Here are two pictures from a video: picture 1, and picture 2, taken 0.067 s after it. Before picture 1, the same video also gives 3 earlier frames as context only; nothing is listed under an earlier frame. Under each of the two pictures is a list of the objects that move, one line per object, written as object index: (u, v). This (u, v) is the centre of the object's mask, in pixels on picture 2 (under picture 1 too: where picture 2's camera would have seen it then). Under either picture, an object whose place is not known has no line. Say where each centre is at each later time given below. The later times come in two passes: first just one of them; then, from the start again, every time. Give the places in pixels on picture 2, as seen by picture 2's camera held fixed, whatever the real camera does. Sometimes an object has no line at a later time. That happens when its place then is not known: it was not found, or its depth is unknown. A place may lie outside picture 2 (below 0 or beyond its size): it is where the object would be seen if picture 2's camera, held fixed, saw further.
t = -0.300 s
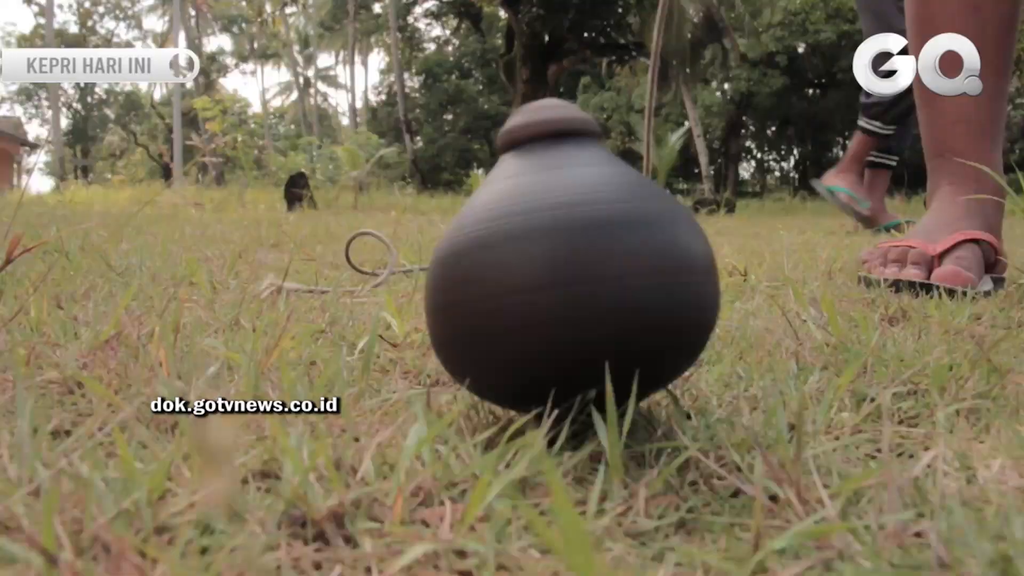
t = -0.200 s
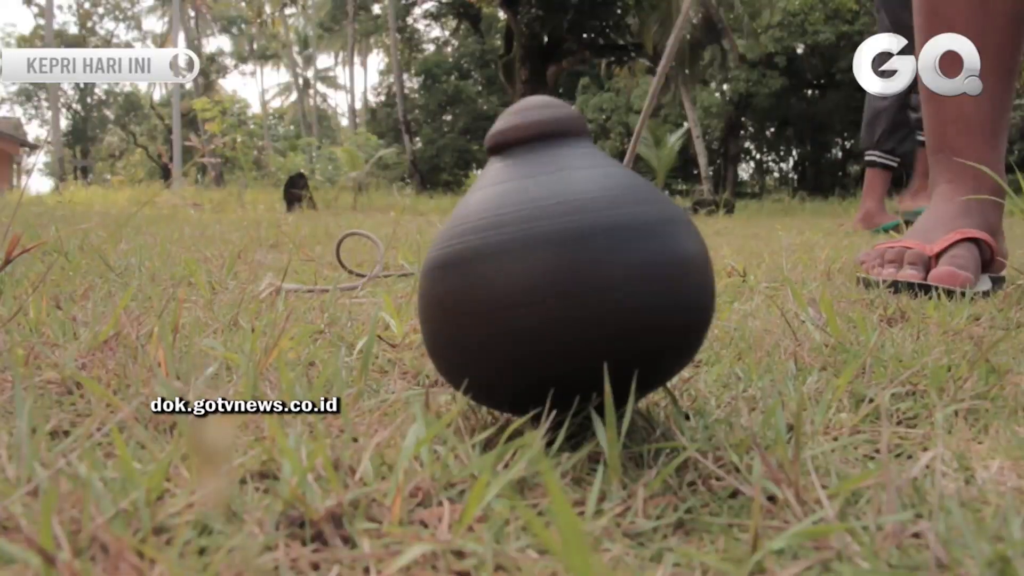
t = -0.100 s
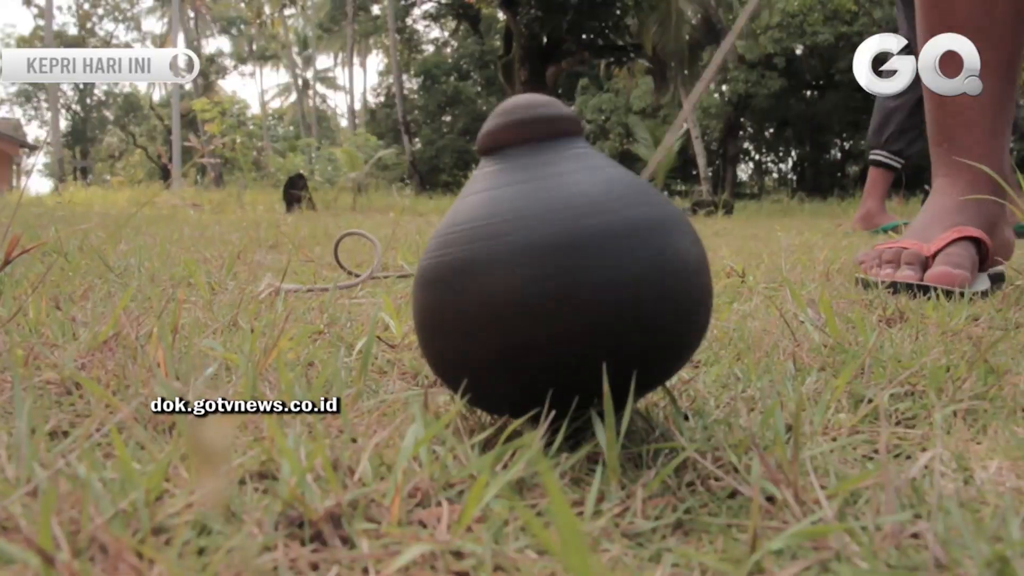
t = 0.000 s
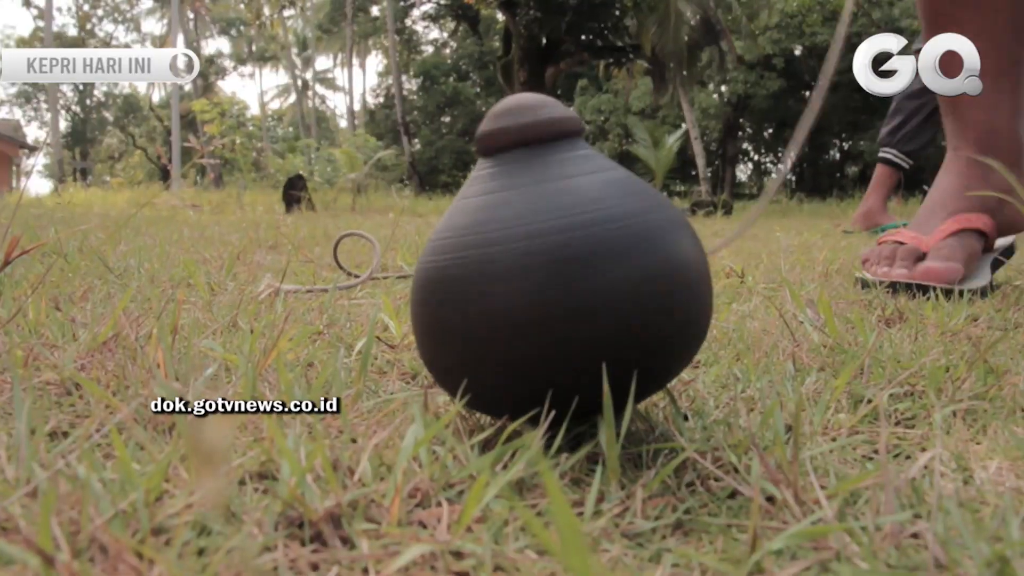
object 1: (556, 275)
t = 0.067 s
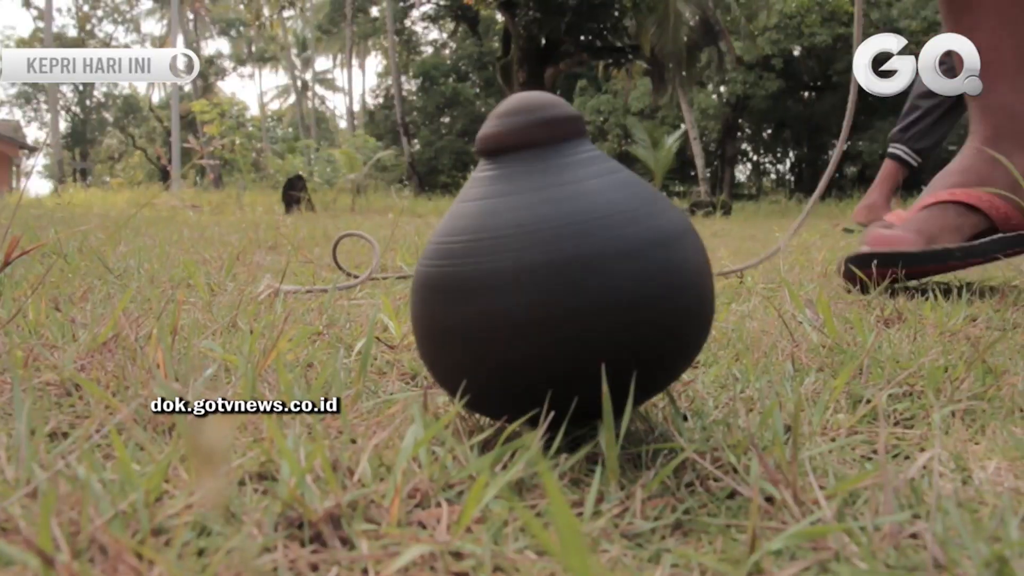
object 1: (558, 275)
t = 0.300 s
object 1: (571, 278)
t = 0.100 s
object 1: (559, 276)
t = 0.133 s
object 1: (560, 275)
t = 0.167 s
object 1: (561, 277)
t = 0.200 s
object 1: (563, 277)
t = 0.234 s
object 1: (566, 277)
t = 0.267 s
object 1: (569, 278)
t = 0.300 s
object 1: (571, 278)
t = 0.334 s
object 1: (574, 279)
